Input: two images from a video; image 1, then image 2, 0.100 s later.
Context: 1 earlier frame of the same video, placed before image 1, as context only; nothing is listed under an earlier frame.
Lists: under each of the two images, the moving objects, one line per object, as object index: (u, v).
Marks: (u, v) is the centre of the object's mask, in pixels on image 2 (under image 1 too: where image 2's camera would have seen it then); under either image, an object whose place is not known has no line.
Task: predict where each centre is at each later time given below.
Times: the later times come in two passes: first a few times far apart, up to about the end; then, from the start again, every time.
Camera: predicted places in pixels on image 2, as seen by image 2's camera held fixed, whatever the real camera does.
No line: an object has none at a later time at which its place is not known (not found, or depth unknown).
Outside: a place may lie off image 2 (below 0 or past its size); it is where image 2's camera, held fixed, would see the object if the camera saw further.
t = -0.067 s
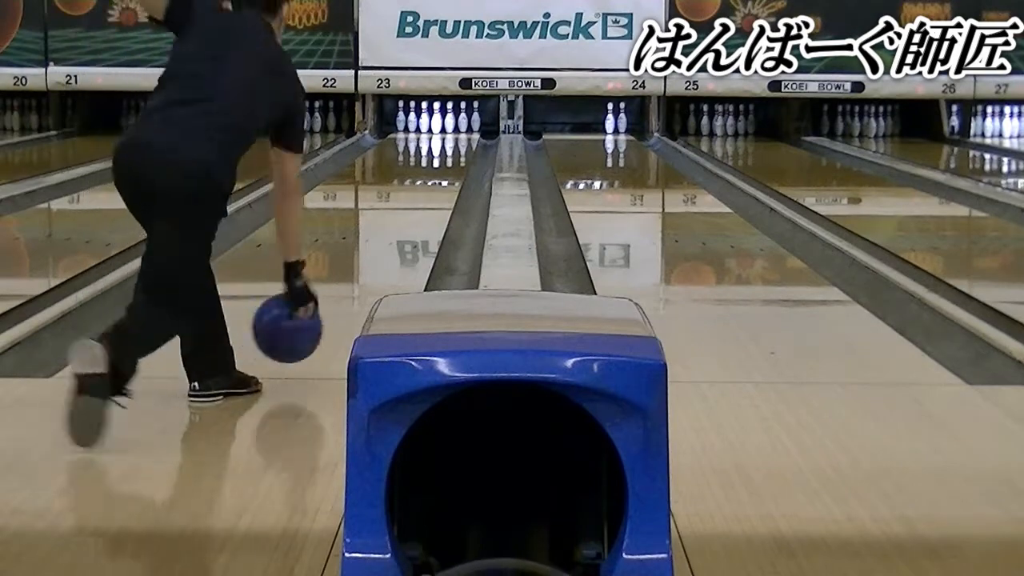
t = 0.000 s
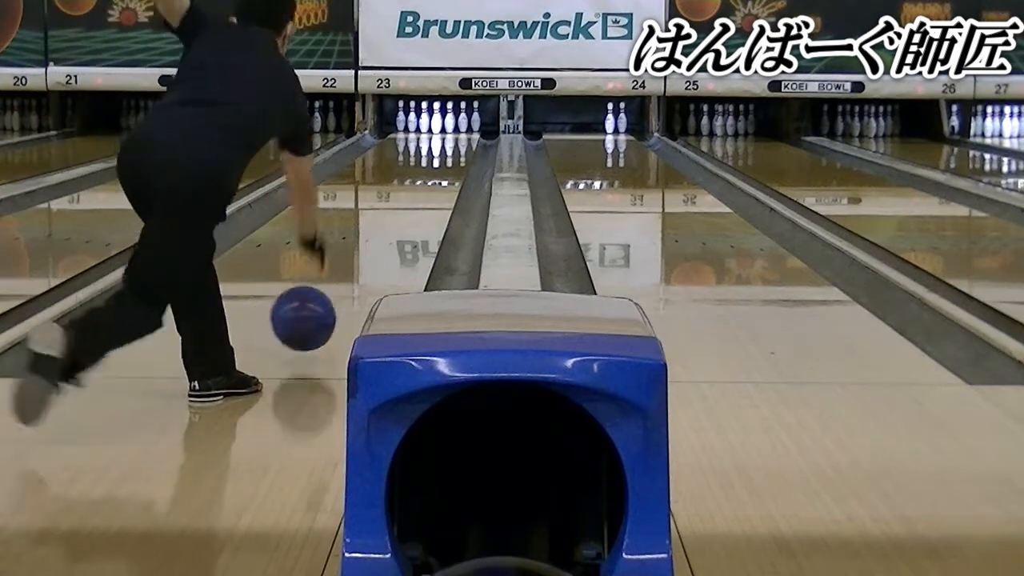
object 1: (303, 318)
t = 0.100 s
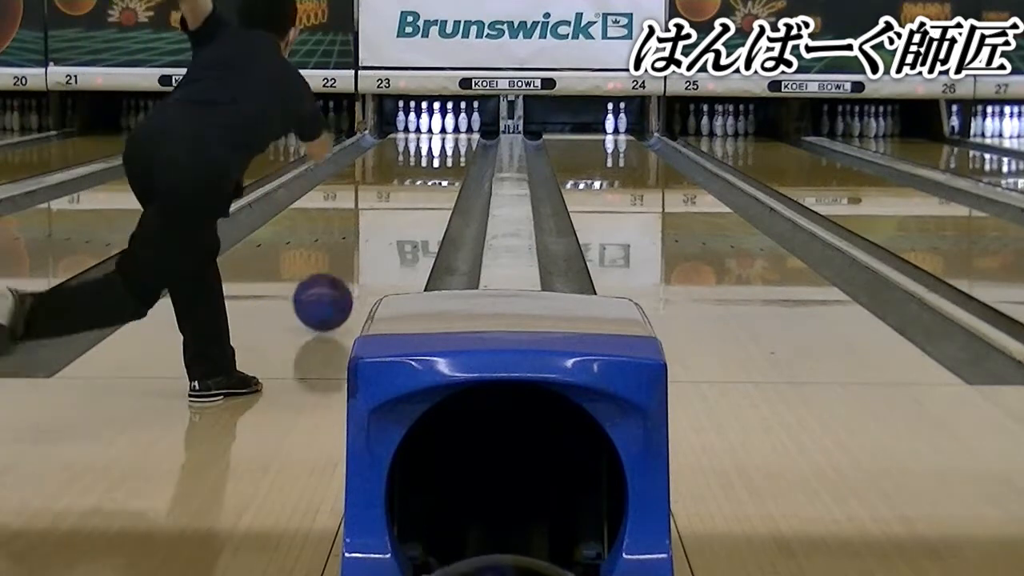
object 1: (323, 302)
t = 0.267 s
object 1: (349, 272)
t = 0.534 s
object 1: (378, 232)
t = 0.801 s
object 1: (398, 205)
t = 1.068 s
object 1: (413, 186)
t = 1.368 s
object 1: (425, 168)
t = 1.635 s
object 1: (434, 157)
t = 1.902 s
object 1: (440, 147)
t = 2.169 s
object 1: (445, 139)
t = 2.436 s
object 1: (447, 132)
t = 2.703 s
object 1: (445, 126)
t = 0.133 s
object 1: (328, 297)
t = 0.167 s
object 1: (334, 290)
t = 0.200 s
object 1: (339, 283)
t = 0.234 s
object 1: (344, 278)
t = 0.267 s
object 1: (349, 272)
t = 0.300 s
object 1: (353, 266)
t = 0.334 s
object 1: (357, 260)
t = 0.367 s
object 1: (360, 255)
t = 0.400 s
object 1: (365, 250)
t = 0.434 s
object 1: (368, 245)
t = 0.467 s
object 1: (371, 241)
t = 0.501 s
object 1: (375, 236)
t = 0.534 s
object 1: (378, 232)
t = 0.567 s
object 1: (380, 228)
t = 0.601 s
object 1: (384, 224)
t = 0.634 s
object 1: (386, 221)
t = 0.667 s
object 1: (389, 217)
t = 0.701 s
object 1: (391, 214)
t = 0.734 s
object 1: (394, 211)
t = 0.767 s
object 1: (396, 208)
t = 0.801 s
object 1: (398, 205)
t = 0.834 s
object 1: (400, 202)
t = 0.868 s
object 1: (402, 200)
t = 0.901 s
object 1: (404, 196)
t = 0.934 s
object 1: (406, 195)
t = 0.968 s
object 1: (408, 192)
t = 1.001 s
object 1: (410, 189)
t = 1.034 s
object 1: (411, 187)
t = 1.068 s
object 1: (413, 186)
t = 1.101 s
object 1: (414, 183)
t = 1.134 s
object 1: (416, 181)
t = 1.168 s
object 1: (418, 180)
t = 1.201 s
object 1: (419, 177)
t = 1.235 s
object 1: (420, 175)
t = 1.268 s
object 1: (422, 174)
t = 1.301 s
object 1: (423, 172)
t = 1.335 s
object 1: (424, 169)
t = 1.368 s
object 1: (425, 168)
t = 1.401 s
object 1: (427, 167)
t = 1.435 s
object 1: (428, 165)
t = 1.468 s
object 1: (428, 164)
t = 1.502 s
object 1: (430, 162)
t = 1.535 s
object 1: (430, 161)
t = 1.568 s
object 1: (432, 159)
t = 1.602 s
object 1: (433, 158)
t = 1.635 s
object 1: (434, 157)
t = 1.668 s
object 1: (434, 155)
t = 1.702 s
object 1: (436, 154)
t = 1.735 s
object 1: (437, 153)
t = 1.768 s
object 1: (438, 152)
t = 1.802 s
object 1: (438, 151)
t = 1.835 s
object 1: (439, 149)
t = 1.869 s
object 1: (439, 148)
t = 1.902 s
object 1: (440, 147)
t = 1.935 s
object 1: (440, 147)
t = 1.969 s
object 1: (441, 146)
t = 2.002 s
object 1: (443, 144)
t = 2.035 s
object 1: (443, 143)
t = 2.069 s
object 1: (443, 142)
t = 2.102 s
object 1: (444, 141)
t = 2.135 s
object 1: (445, 140)
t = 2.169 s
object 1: (445, 139)
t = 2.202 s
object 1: (445, 138)
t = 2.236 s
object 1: (445, 137)
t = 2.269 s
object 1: (446, 136)
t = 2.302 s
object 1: (446, 135)
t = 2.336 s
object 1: (446, 135)
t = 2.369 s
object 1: (446, 134)
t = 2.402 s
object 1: (446, 133)
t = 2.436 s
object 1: (447, 132)
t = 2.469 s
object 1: (446, 132)
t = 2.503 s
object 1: (447, 131)
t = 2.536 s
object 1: (446, 130)
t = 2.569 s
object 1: (446, 130)
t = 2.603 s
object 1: (446, 129)
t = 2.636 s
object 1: (446, 128)
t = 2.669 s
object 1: (446, 128)
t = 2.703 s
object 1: (445, 126)
